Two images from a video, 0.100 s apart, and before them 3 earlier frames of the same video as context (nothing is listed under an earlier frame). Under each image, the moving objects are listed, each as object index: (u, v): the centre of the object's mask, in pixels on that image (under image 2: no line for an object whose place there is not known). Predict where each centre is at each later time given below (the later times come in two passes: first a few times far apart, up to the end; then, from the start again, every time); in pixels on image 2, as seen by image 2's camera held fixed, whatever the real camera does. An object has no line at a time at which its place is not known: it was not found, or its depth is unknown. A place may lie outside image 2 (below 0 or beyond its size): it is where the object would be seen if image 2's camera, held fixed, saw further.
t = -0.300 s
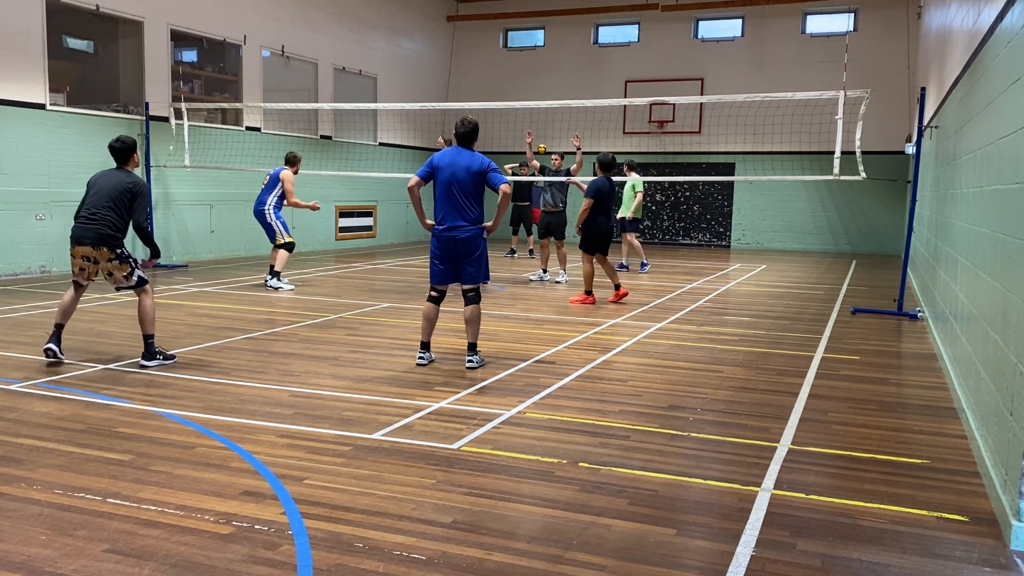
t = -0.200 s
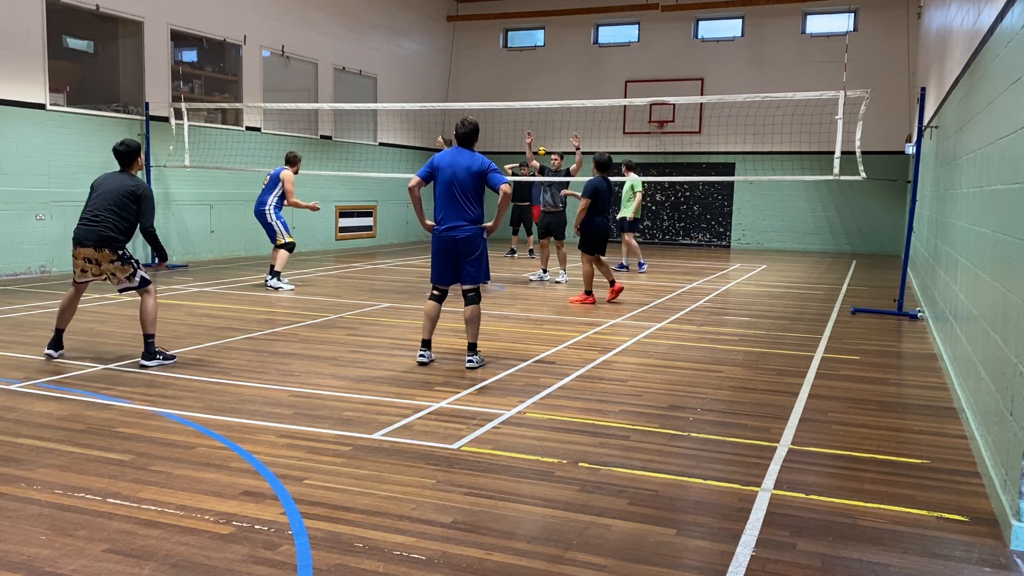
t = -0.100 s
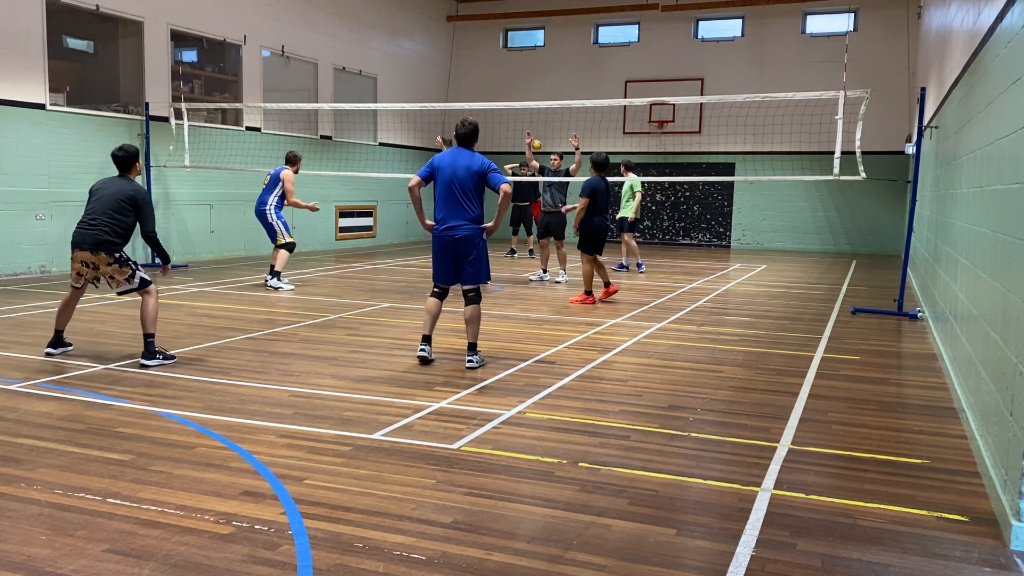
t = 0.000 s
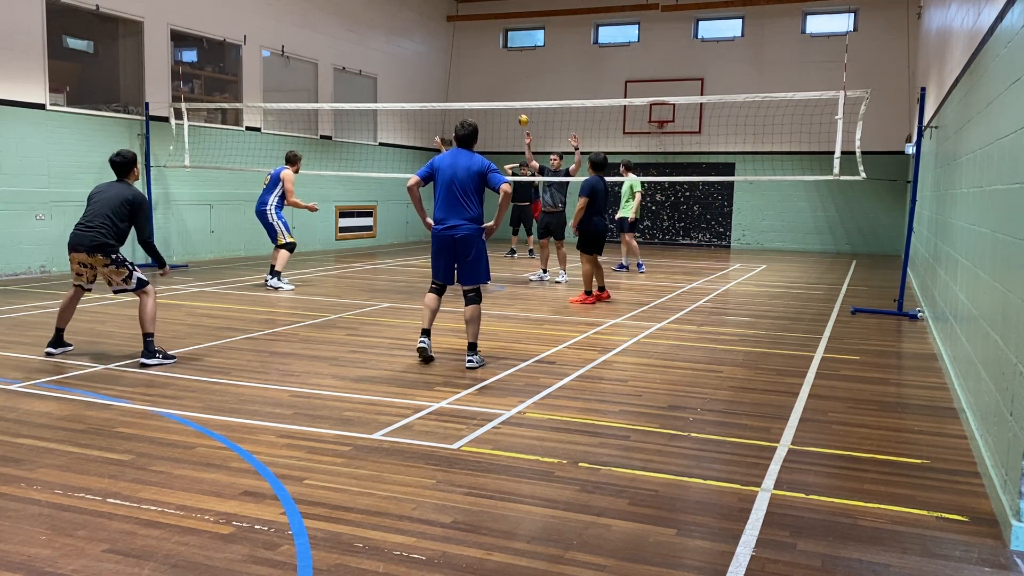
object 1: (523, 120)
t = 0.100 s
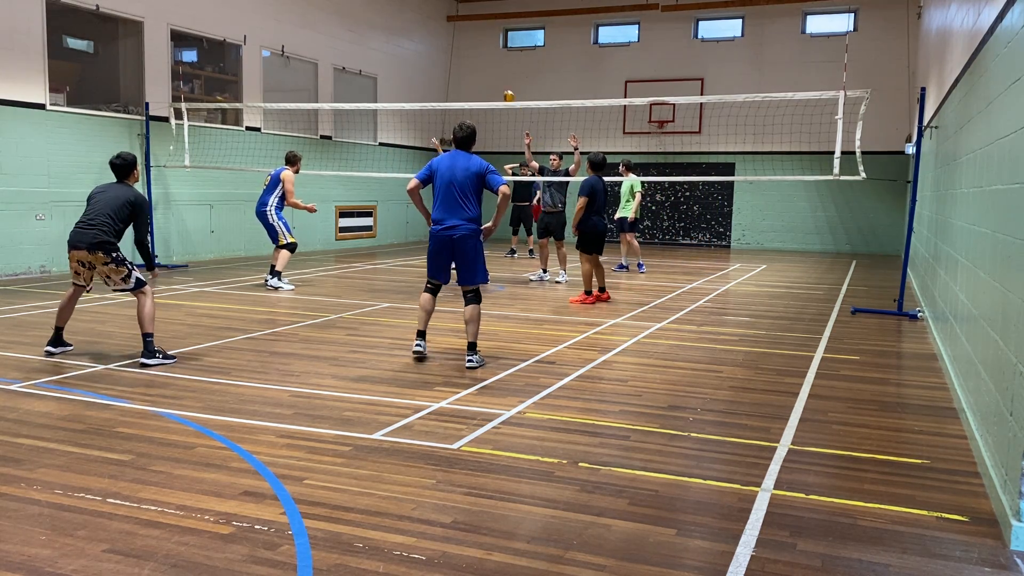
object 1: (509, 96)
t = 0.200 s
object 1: (492, 75)
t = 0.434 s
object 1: (444, 43)
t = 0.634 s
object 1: (392, 36)
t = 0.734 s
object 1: (362, 47)
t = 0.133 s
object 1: (503, 89)
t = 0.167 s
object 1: (498, 82)
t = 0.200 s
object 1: (492, 75)
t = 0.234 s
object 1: (487, 69)
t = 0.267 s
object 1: (481, 64)
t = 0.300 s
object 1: (474, 59)
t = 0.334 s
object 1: (467, 54)
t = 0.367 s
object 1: (459, 50)
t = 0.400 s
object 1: (452, 46)
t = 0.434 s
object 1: (444, 43)
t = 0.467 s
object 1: (436, 40)
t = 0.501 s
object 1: (428, 38)
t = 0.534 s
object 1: (419, 36)
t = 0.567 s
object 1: (410, 35)
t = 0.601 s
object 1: (401, 35)
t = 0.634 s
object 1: (392, 36)
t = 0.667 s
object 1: (383, 39)
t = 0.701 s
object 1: (373, 42)
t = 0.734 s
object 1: (362, 47)
